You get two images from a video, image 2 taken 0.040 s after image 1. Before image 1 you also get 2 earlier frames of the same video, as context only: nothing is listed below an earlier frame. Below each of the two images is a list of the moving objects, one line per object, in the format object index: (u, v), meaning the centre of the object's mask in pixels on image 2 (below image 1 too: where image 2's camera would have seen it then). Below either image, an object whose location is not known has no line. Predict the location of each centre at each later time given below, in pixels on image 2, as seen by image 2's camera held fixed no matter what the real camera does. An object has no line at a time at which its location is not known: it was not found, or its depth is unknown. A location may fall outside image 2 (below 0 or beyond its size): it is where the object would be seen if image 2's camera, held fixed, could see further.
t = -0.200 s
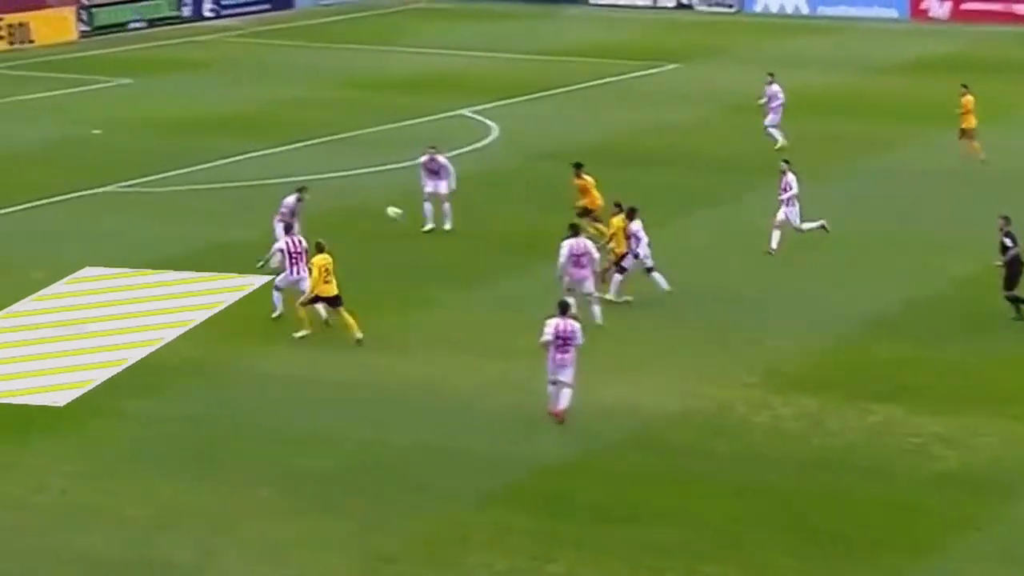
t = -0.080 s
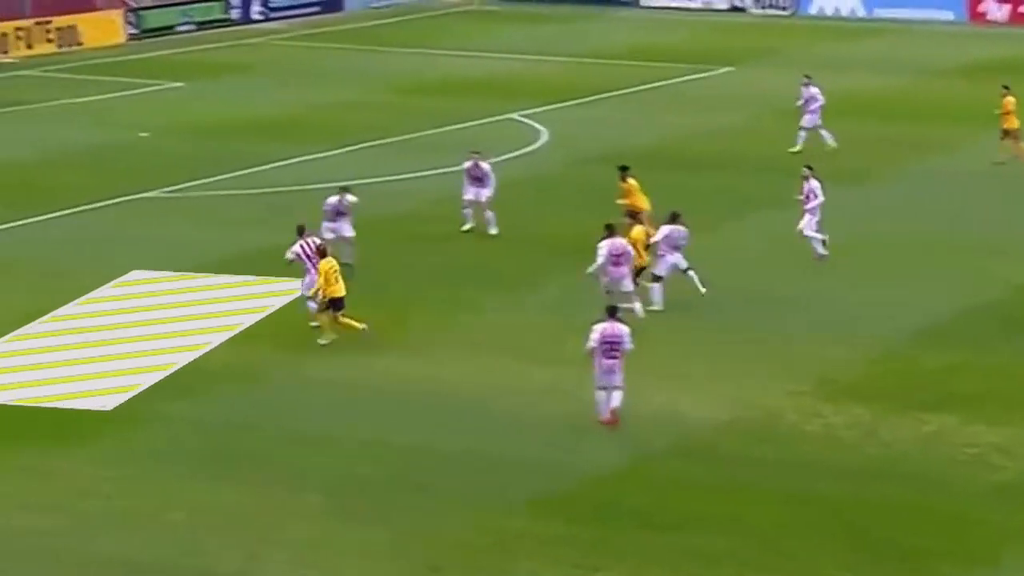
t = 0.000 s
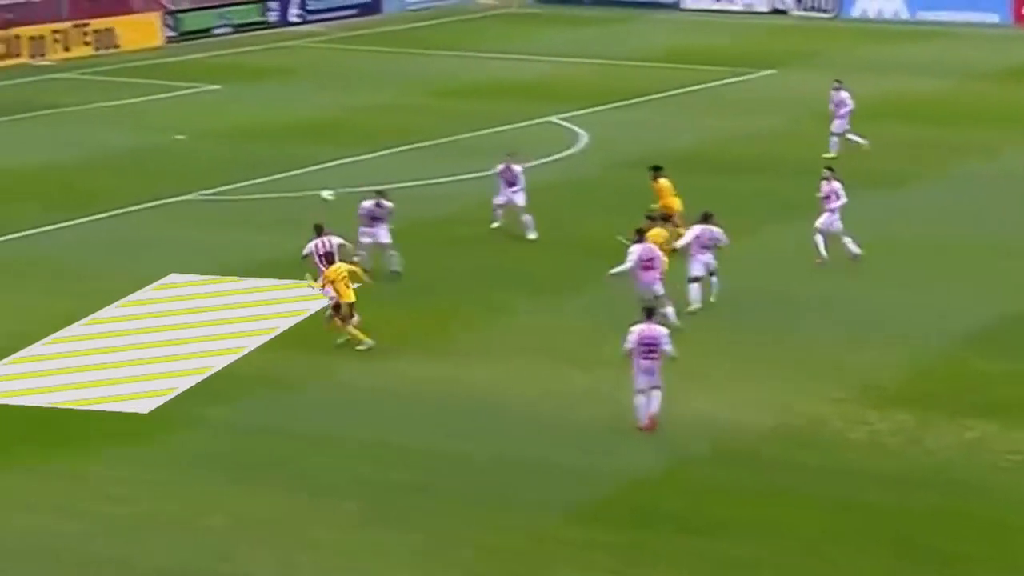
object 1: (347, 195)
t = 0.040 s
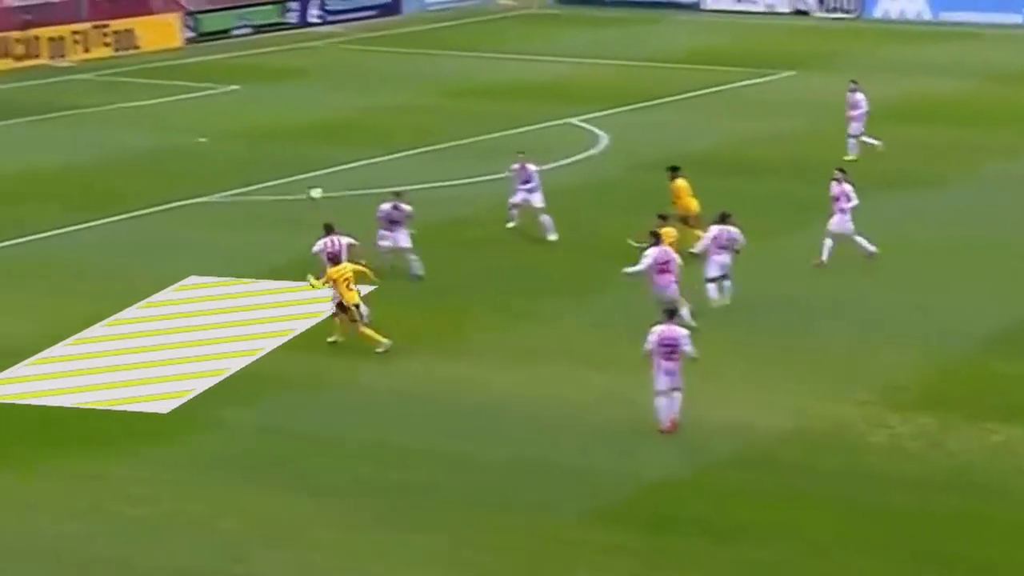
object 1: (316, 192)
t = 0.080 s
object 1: (285, 192)
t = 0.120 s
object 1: (256, 190)
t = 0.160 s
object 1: (226, 189)
